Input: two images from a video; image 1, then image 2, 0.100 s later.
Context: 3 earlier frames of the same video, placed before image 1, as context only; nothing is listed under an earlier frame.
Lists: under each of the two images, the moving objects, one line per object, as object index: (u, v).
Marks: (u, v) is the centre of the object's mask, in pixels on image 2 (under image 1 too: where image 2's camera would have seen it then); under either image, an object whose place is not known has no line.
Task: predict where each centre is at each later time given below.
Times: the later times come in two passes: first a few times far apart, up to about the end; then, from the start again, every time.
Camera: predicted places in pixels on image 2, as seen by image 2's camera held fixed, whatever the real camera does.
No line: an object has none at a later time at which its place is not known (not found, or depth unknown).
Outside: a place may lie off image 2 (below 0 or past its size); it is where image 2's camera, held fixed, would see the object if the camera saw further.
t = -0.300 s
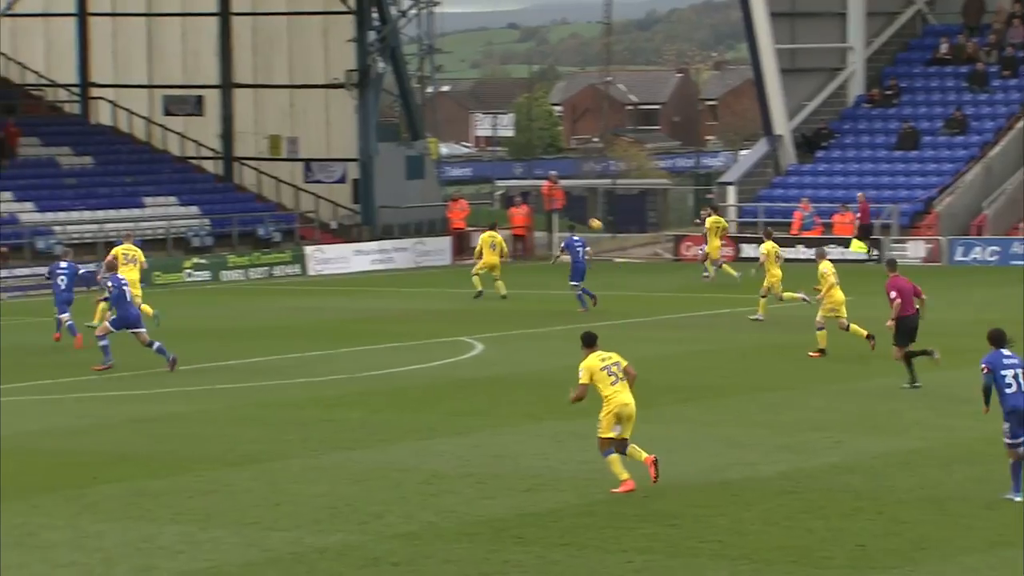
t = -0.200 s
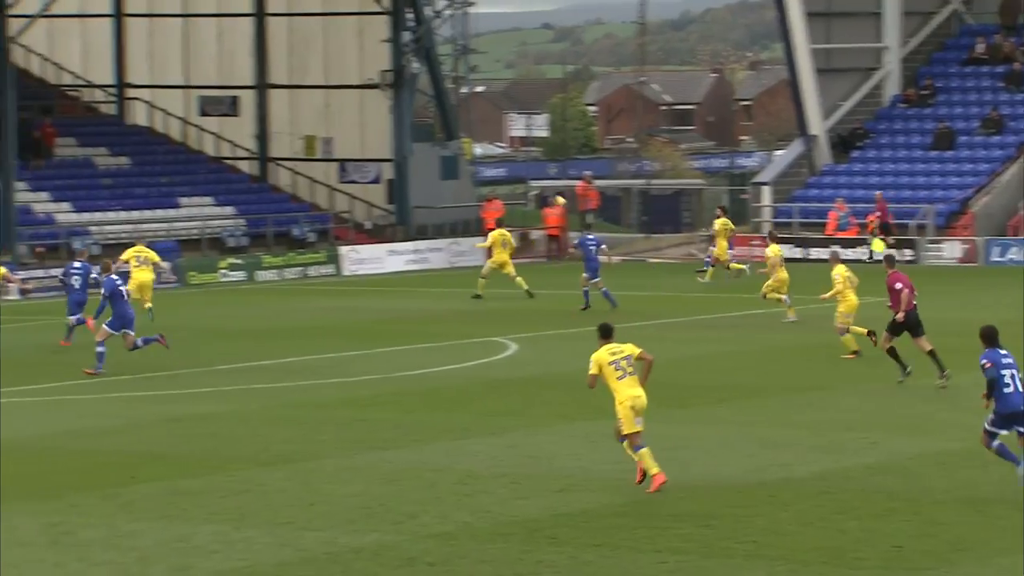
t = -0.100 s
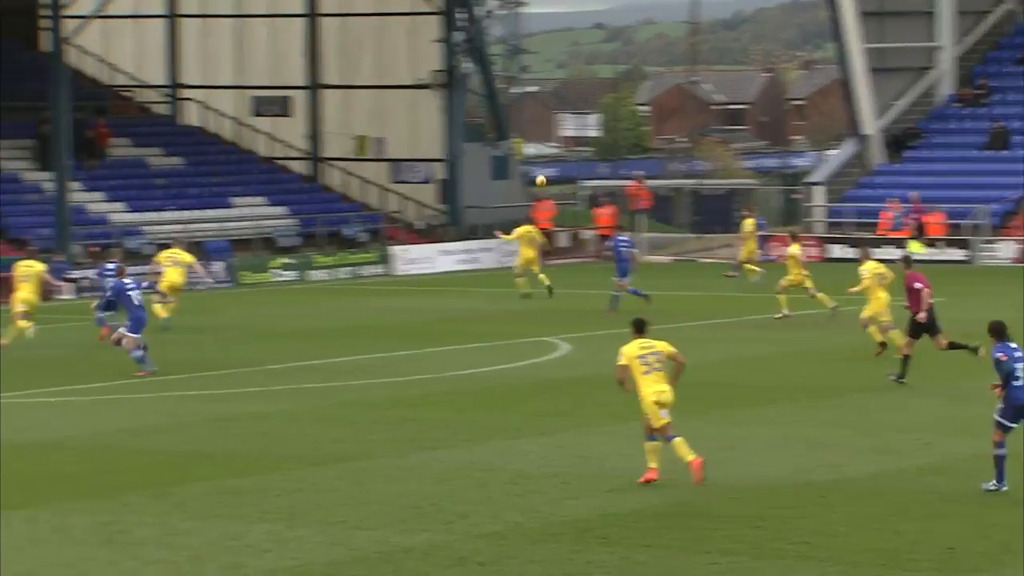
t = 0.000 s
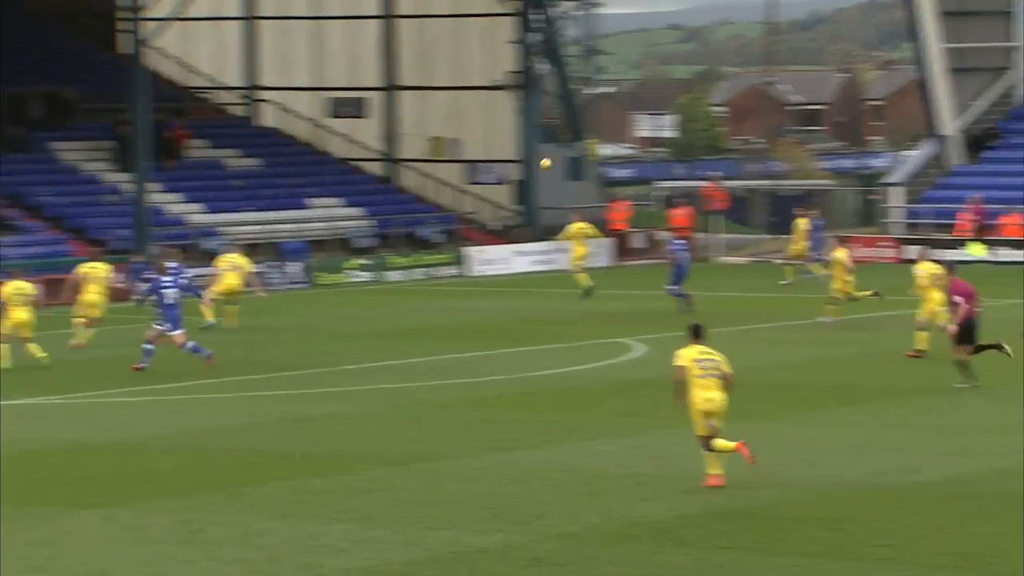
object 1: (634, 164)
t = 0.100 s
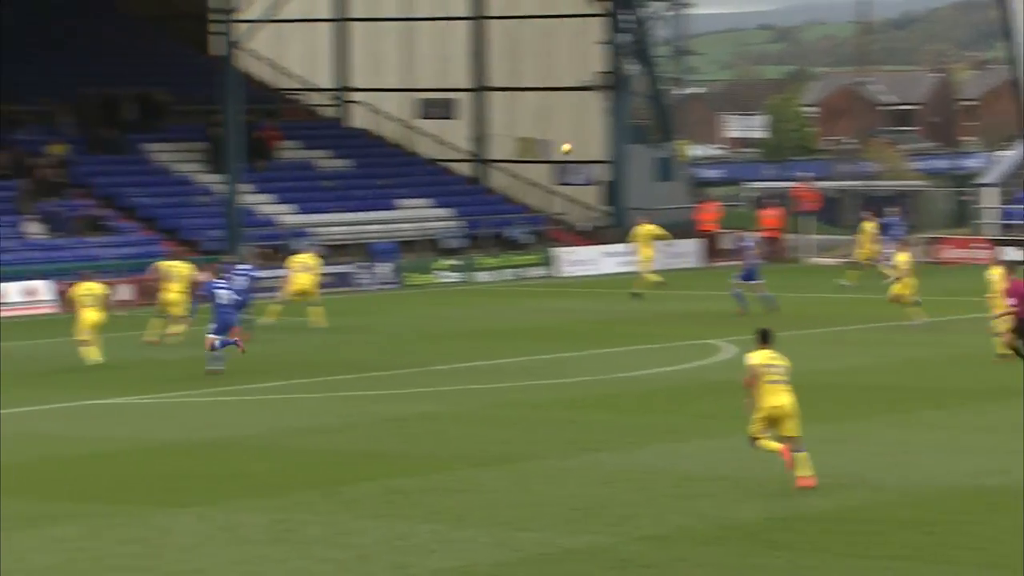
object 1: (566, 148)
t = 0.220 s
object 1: (482, 135)
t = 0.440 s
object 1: (330, 124)
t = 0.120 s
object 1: (552, 146)
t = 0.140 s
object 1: (538, 144)
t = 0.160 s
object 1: (524, 141)
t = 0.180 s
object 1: (510, 139)
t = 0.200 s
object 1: (496, 138)
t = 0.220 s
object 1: (482, 135)
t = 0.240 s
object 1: (469, 133)
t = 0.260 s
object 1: (456, 132)
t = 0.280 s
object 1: (441, 131)
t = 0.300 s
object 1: (427, 129)
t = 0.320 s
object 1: (414, 128)
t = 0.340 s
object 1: (400, 127)
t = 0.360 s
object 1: (386, 126)
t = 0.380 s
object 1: (373, 124)
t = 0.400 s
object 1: (358, 125)
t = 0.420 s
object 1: (344, 125)
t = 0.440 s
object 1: (330, 124)
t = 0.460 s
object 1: (316, 124)
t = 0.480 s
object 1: (302, 125)
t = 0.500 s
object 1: (288, 125)
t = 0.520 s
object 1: (273, 125)
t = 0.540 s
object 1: (259, 126)
